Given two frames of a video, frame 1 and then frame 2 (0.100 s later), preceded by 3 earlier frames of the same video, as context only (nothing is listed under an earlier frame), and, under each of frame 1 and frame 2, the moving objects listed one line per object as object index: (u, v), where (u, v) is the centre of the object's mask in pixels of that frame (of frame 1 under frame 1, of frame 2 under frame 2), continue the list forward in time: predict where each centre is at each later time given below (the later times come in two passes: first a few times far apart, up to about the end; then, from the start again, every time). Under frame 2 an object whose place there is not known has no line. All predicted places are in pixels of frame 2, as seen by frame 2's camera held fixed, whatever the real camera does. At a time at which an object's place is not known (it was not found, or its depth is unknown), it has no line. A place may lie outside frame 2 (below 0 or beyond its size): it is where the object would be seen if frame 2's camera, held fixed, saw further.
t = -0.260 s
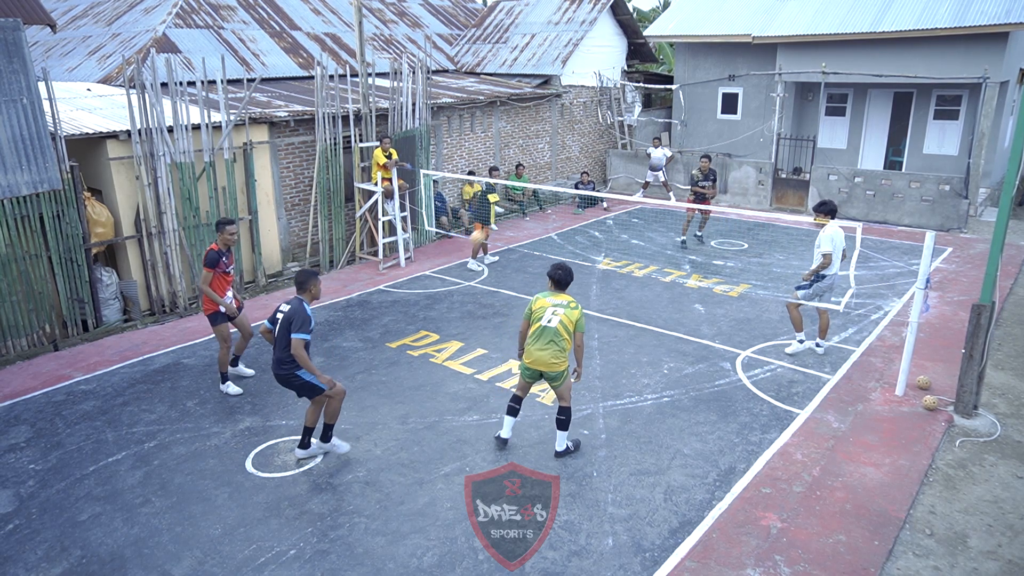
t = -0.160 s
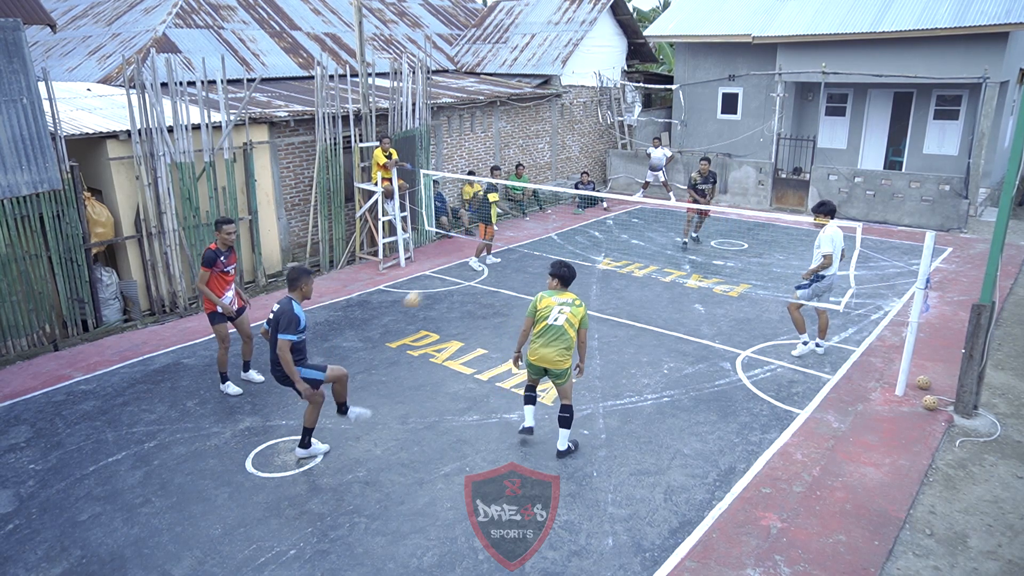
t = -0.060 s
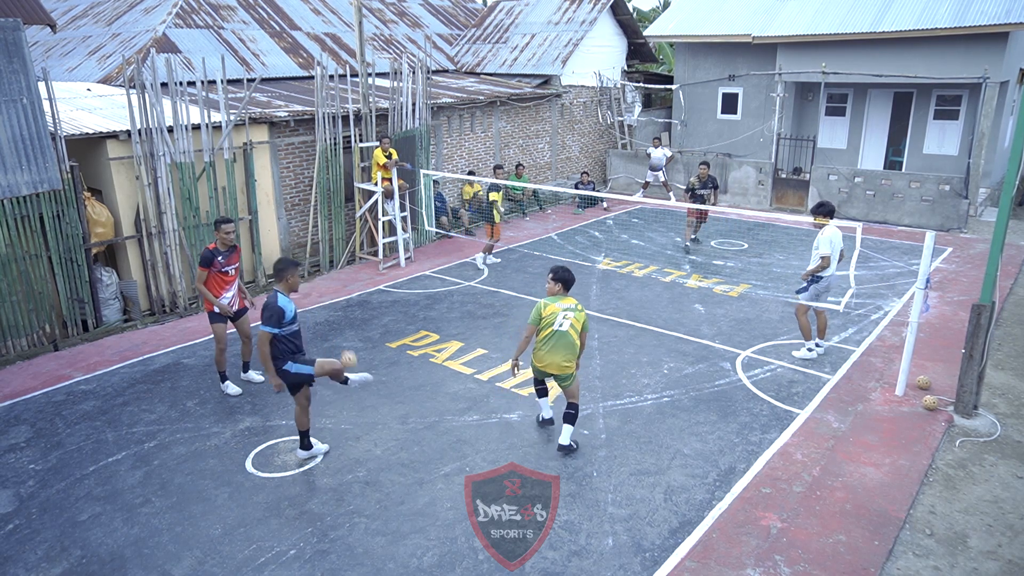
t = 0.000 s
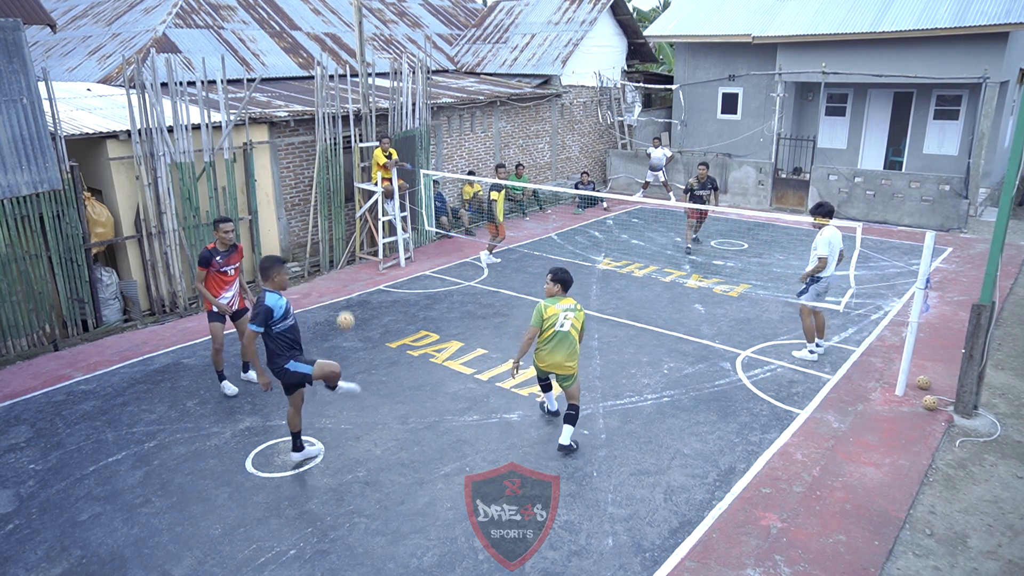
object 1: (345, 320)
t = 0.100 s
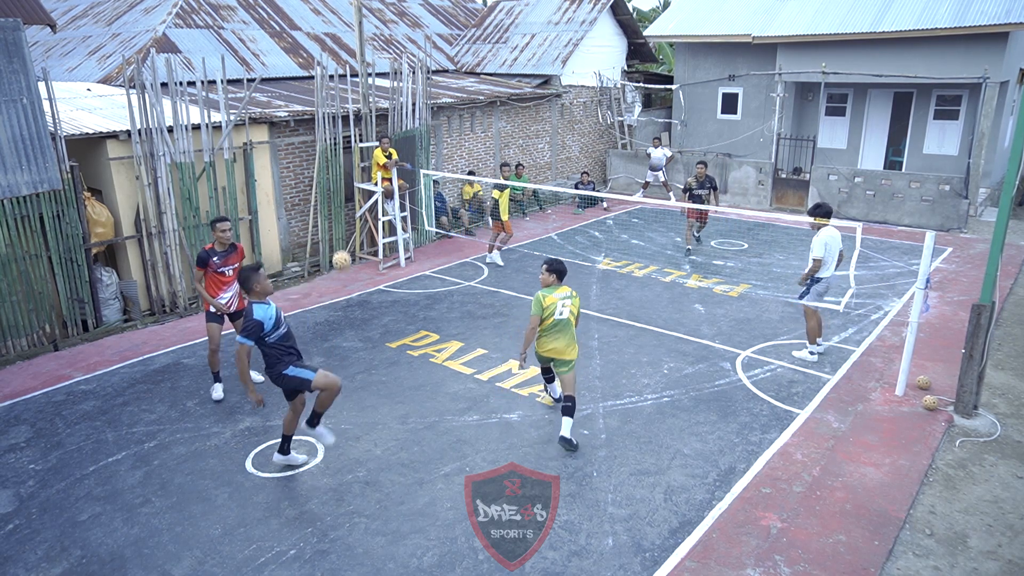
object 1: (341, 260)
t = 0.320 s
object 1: (337, 160)
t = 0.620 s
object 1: (340, 123)
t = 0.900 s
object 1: (357, 221)
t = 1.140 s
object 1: (381, 402)
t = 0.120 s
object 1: (341, 249)
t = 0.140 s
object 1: (341, 238)
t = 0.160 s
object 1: (340, 228)
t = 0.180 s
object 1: (340, 218)
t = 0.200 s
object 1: (339, 208)
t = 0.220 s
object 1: (339, 199)
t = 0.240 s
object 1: (338, 190)
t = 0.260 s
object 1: (338, 181)
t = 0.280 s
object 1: (338, 174)
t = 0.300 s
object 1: (338, 167)
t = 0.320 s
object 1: (337, 160)
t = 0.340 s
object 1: (337, 153)
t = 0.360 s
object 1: (337, 147)
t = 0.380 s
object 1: (337, 142)
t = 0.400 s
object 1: (337, 137)
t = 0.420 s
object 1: (337, 133)
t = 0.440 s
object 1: (337, 129)
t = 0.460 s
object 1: (337, 126)
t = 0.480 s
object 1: (338, 123)
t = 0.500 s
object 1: (338, 122)
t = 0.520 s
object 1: (338, 120)
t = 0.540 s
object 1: (338, 120)
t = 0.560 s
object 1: (339, 120)
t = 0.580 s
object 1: (339, 120)
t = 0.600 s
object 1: (340, 122)
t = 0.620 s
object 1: (340, 123)
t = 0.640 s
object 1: (341, 126)
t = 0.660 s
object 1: (342, 129)
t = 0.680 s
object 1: (343, 133)
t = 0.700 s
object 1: (344, 138)
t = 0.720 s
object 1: (345, 143)
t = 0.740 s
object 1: (346, 149)
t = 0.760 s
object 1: (347, 156)
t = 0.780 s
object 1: (348, 163)
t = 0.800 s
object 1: (350, 171)
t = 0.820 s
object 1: (351, 180)
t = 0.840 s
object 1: (351, 189)
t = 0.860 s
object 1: (354, 199)
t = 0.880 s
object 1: (355, 210)
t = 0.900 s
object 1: (357, 221)
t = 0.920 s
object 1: (359, 234)
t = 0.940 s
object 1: (361, 246)
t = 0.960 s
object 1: (362, 259)
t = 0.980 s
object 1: (364, 272)
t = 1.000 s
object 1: (366, 287)
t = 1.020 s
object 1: (368, 303)
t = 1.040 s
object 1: (370, 318)
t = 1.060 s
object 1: (372, 334)
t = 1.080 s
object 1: (374, 350)
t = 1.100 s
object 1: (377, 367)
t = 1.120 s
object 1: (379, 384)
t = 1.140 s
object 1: (381, 402)
